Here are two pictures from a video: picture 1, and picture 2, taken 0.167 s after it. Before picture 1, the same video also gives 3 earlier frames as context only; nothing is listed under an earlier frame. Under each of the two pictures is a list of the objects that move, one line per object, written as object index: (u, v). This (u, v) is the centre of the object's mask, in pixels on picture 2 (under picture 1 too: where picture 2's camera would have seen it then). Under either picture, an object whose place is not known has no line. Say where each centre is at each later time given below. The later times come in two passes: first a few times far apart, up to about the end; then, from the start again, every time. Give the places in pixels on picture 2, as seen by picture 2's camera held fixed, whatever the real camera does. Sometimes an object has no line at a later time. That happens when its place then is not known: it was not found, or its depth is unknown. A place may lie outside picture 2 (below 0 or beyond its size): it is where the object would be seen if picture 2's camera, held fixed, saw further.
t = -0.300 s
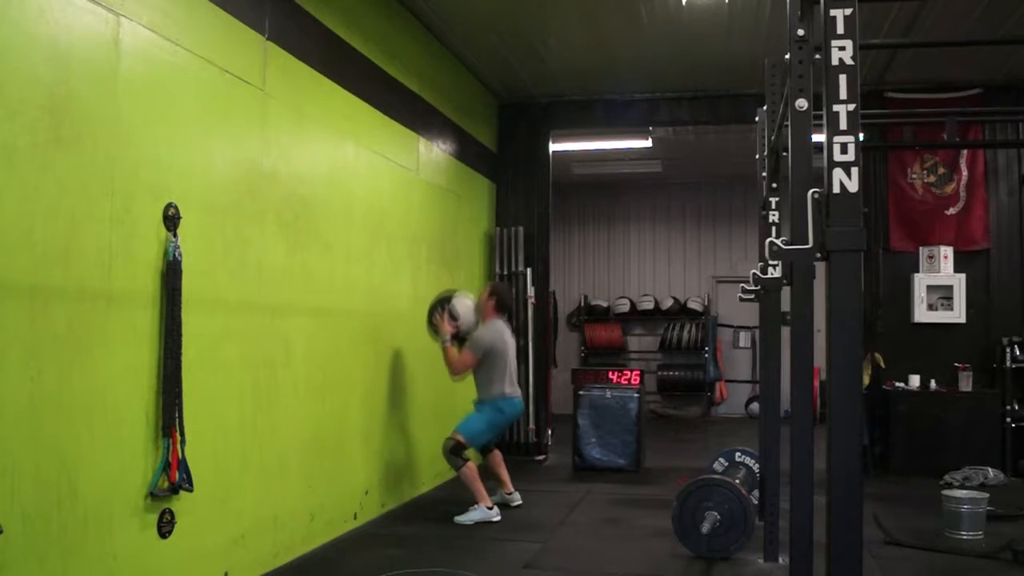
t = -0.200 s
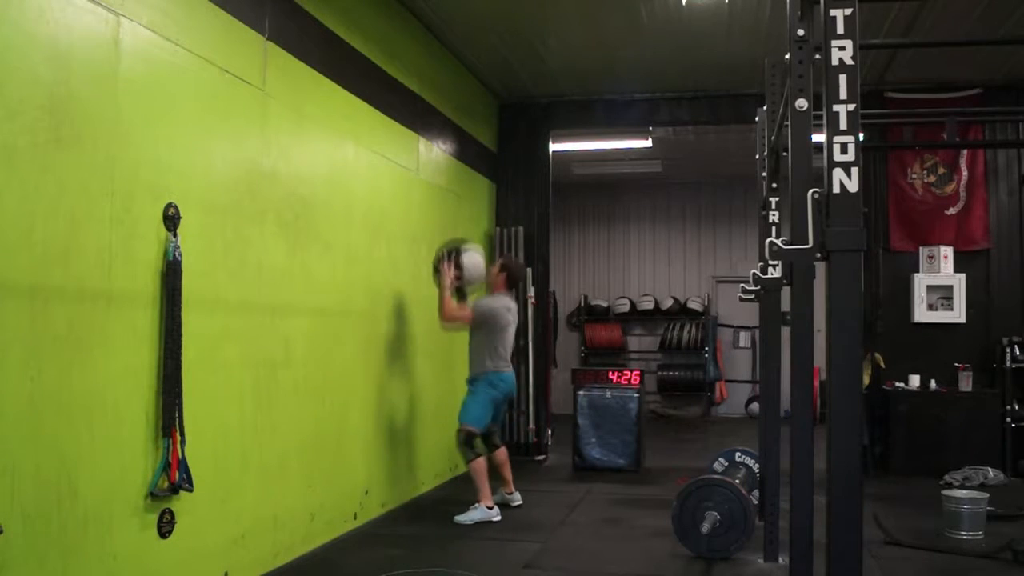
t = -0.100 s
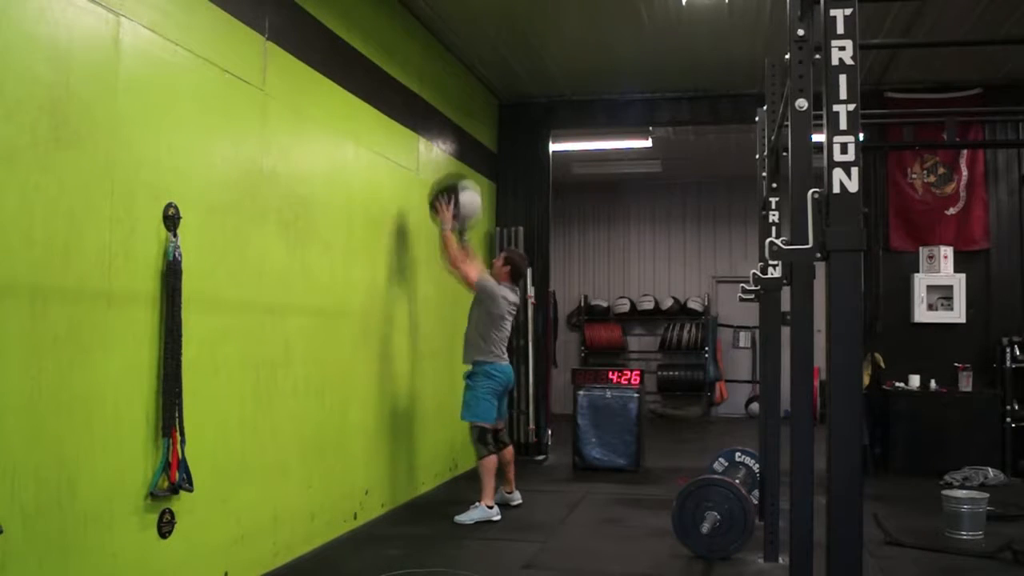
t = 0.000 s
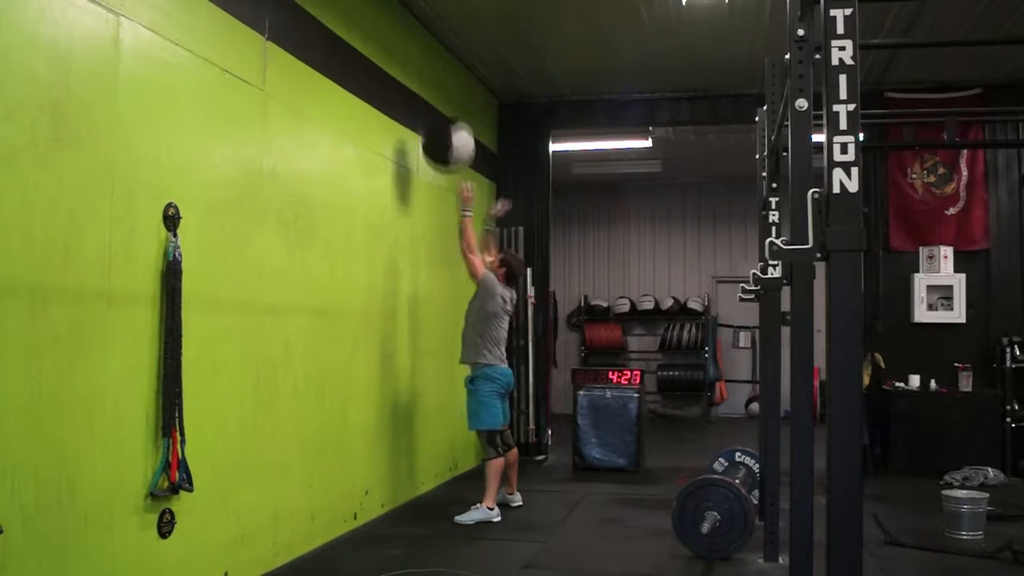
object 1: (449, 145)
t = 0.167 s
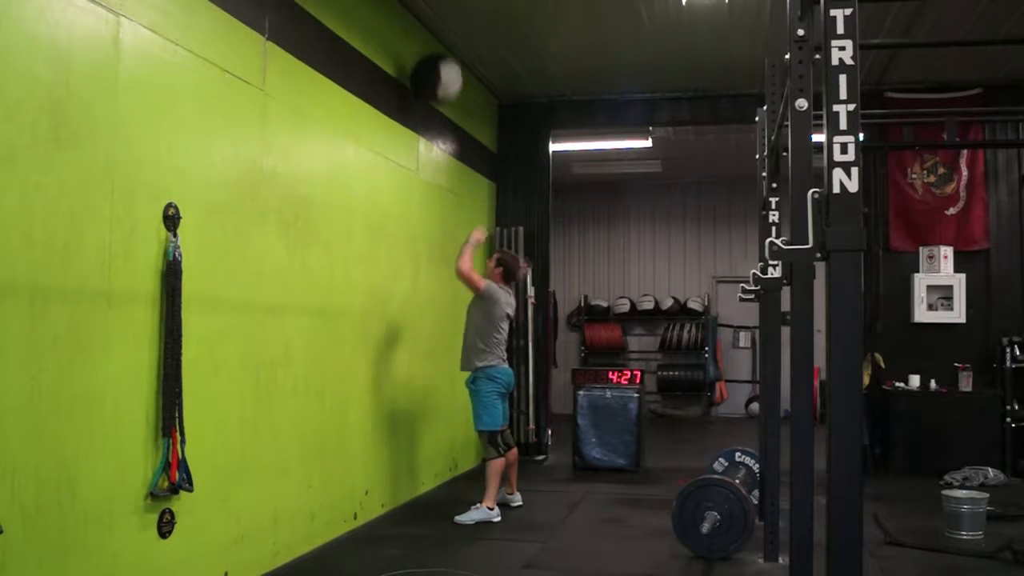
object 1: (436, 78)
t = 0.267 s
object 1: (427, 56)
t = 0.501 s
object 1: (428, 57)
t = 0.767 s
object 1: (441, 148)
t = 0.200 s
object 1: (434, 69)
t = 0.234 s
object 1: (430, 62)
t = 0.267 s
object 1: (427, 56)
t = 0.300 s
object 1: (424, 53)
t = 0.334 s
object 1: (422, 50)
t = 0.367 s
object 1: (422, 49)
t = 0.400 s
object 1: (422, 49)
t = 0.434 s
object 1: (423, 51)
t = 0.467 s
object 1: (426, 53)
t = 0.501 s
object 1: (428, 57)
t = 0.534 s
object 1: (429, 63)
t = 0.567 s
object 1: (431, 70)
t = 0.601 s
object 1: (434, 78)
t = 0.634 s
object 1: (435, 89)
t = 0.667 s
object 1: (437, 102)
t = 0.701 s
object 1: (438, 116)
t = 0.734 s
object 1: (439, 131)
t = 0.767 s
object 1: (441, 148)
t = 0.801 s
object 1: (440, 166)
